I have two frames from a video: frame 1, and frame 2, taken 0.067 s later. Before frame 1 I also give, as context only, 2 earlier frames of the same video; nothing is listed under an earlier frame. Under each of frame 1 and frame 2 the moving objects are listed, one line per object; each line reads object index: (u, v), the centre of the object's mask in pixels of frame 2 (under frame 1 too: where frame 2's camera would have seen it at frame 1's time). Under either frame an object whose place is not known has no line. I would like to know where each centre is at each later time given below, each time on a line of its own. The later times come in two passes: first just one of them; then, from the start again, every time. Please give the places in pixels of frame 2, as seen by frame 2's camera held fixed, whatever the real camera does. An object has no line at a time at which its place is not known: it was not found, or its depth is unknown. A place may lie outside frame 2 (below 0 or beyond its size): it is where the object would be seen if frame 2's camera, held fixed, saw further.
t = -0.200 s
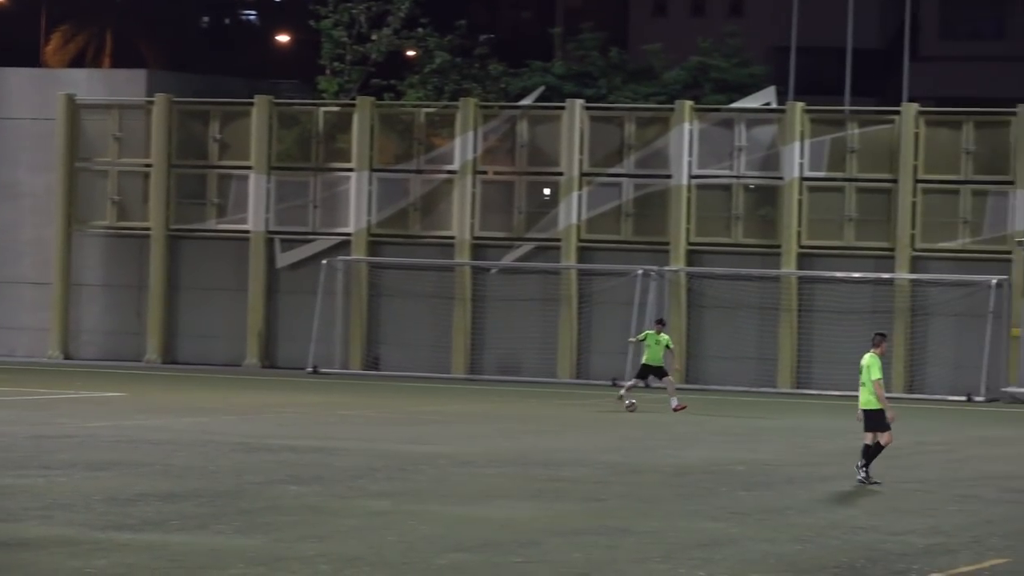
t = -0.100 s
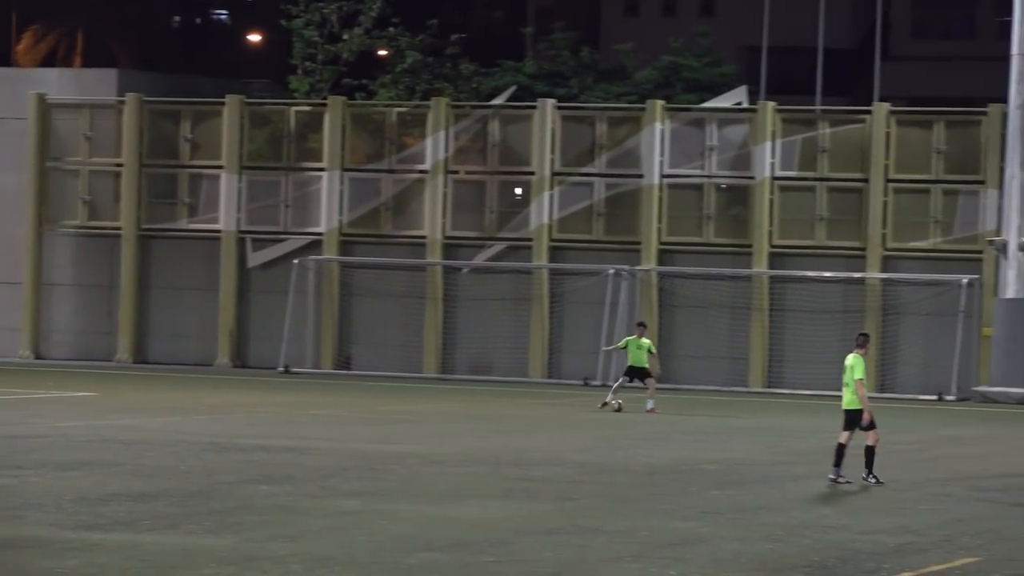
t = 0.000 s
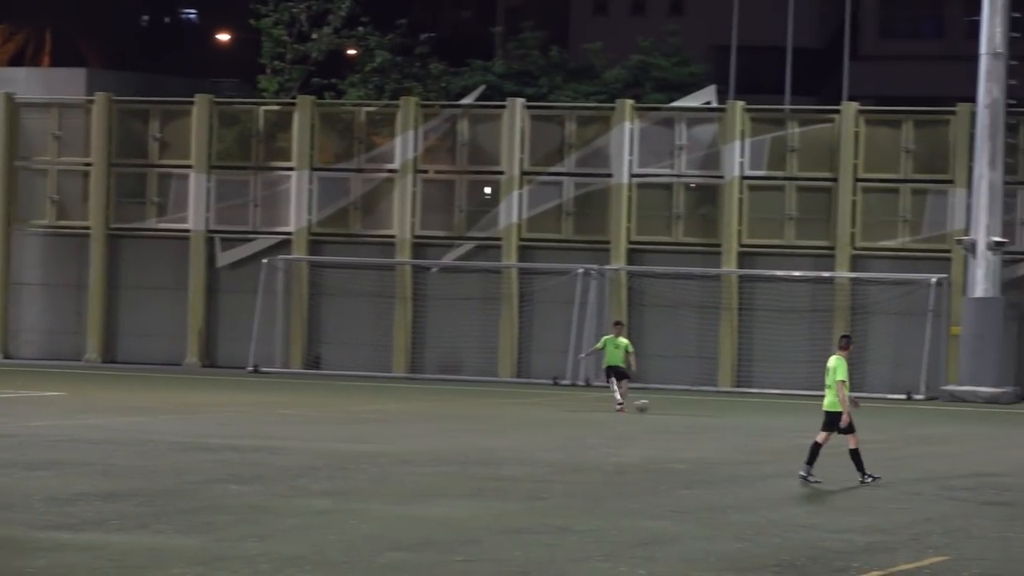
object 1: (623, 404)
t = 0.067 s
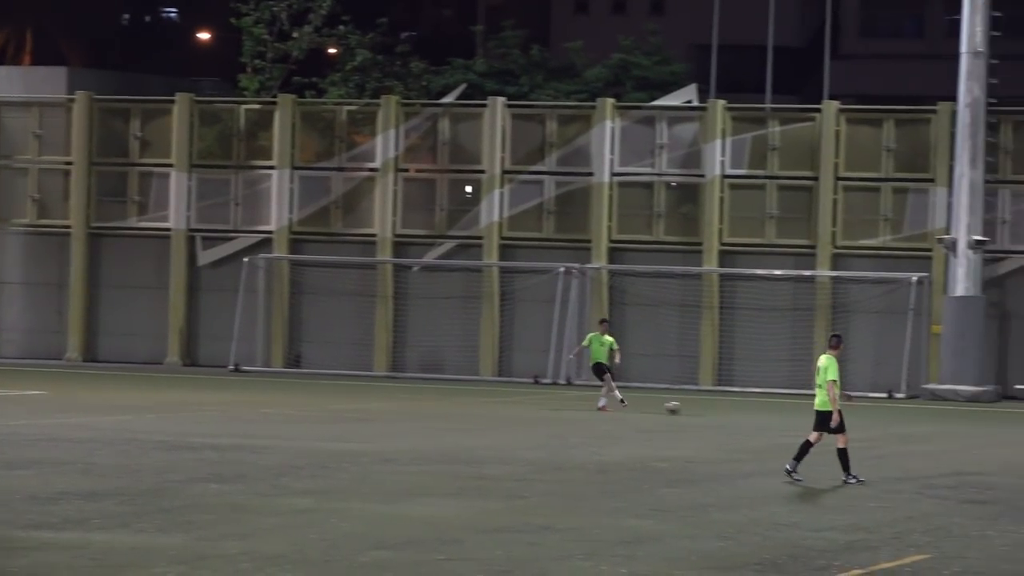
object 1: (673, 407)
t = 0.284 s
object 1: (823, 416)
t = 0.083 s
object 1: (685, 409)
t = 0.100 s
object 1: (697, 410)
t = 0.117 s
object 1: (708, 410)
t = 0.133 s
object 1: (720, 410)
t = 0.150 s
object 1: (731, 410)
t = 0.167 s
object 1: (743, 410)
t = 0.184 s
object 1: (754, 410)
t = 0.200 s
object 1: (766, 410)
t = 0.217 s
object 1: (777, 411)
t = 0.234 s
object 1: (789, 412)
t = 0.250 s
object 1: (801, 413)
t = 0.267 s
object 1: (812, 414)
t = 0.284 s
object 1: (823, 416)
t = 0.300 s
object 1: (834, 418)
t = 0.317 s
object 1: (846, 419)
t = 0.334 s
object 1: (851, 419)
